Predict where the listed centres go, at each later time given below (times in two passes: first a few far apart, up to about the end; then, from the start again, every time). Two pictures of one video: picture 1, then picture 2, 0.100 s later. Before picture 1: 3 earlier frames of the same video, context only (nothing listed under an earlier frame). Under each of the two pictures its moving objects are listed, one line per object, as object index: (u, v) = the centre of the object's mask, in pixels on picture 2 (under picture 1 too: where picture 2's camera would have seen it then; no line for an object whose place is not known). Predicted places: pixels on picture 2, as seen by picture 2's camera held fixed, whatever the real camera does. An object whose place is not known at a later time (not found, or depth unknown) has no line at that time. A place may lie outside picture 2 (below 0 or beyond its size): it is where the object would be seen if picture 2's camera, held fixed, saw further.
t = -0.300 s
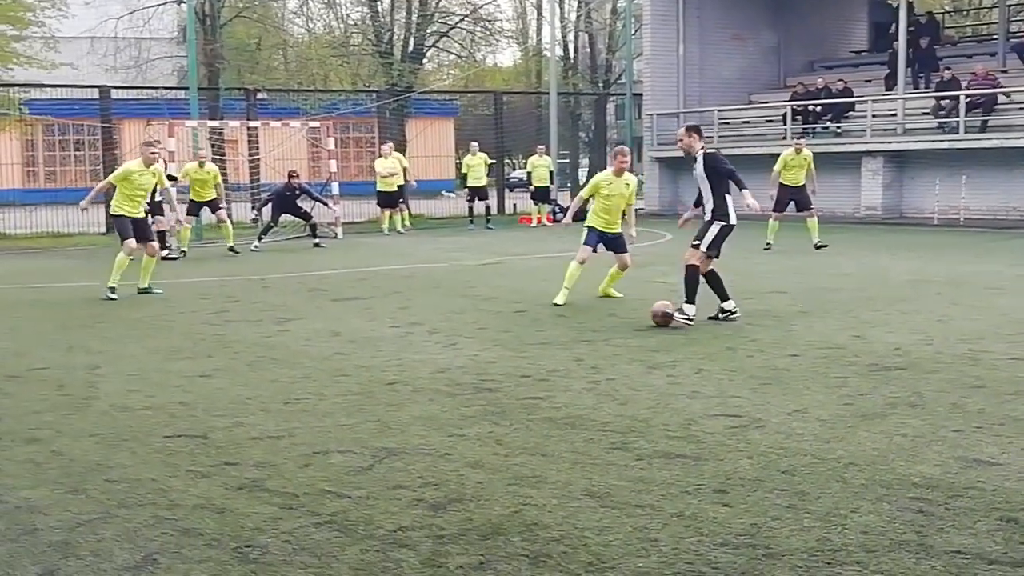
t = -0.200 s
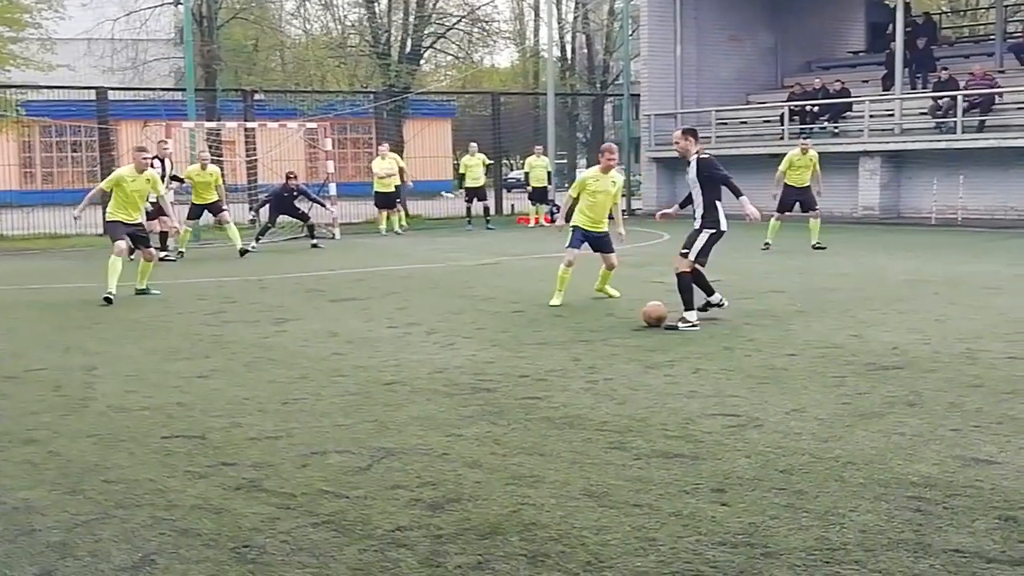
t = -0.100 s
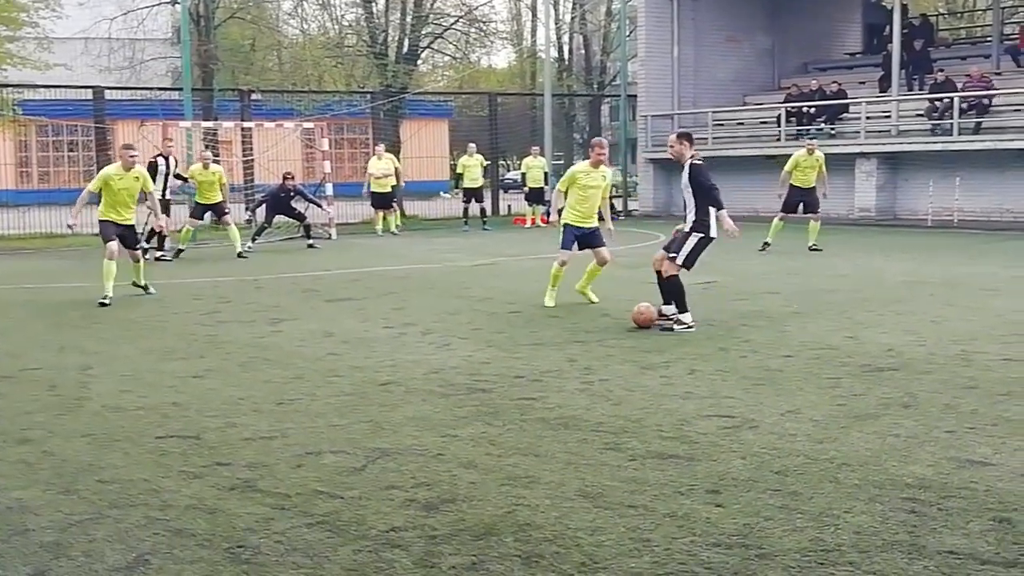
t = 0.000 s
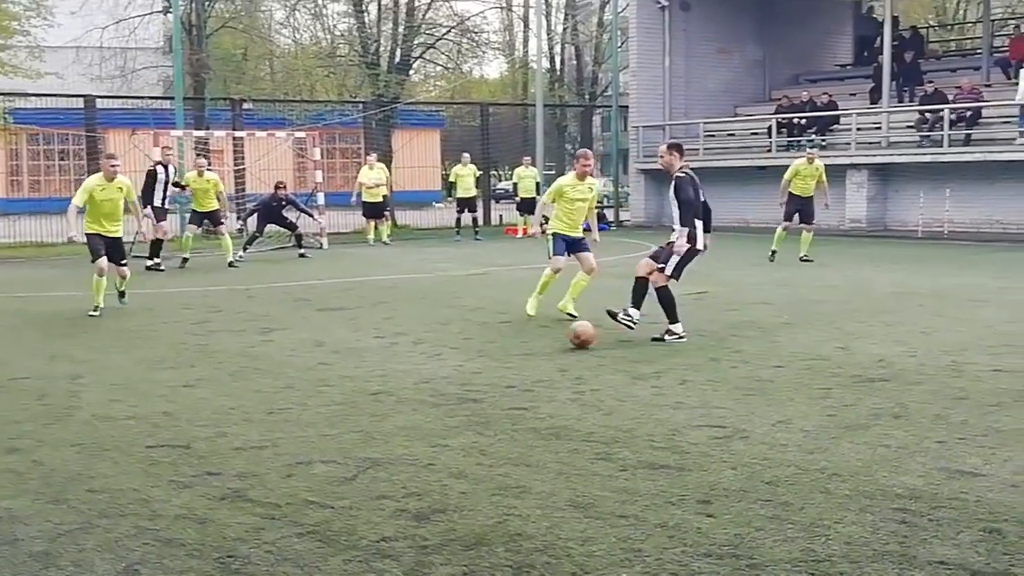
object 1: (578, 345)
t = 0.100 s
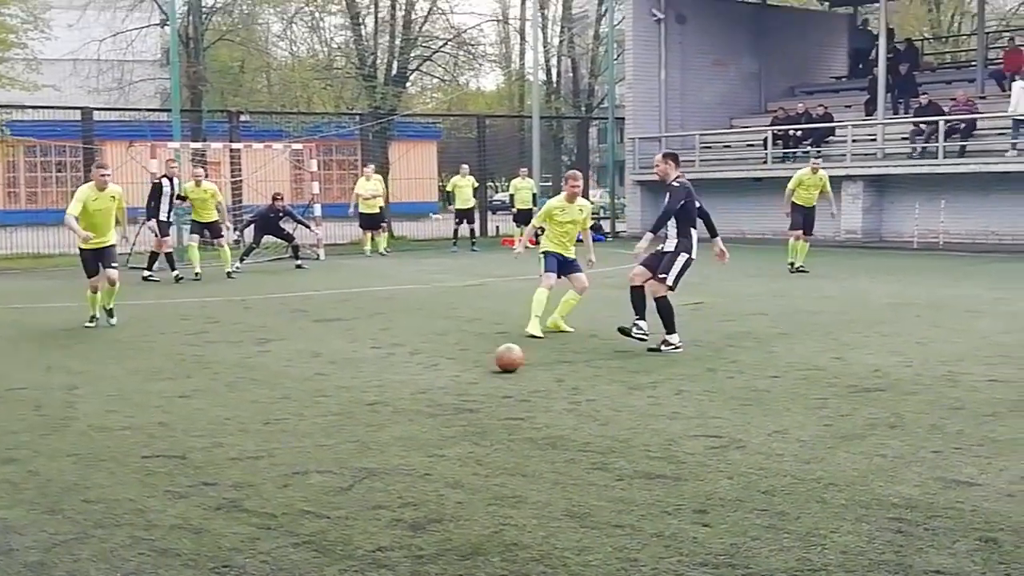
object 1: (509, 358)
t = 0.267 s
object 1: (389, 378)
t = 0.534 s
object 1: (188, 412)
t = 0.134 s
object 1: (486, 361)
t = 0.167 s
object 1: (462, 365)
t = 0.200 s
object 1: (437, 370)
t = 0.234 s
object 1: (414, 374)
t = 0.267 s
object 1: (389, 378)
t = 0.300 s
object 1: (366, 381)
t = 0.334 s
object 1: (341, 386)
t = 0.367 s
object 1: (317, 390)
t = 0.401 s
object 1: (292, 394)
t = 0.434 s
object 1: (266, 398)
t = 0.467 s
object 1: (241, 402)
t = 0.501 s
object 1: (214, 408)
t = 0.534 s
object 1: (188, 412)
